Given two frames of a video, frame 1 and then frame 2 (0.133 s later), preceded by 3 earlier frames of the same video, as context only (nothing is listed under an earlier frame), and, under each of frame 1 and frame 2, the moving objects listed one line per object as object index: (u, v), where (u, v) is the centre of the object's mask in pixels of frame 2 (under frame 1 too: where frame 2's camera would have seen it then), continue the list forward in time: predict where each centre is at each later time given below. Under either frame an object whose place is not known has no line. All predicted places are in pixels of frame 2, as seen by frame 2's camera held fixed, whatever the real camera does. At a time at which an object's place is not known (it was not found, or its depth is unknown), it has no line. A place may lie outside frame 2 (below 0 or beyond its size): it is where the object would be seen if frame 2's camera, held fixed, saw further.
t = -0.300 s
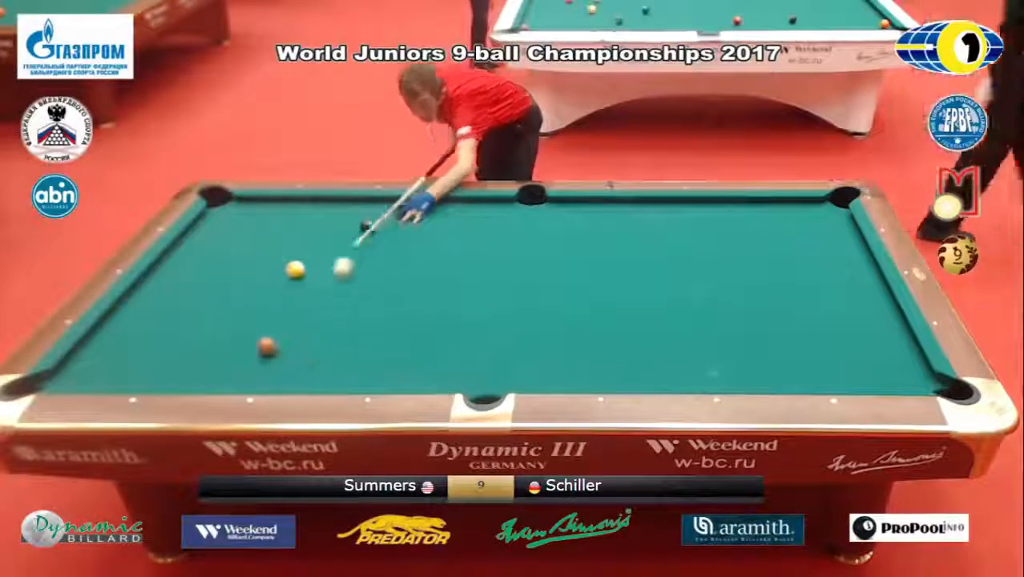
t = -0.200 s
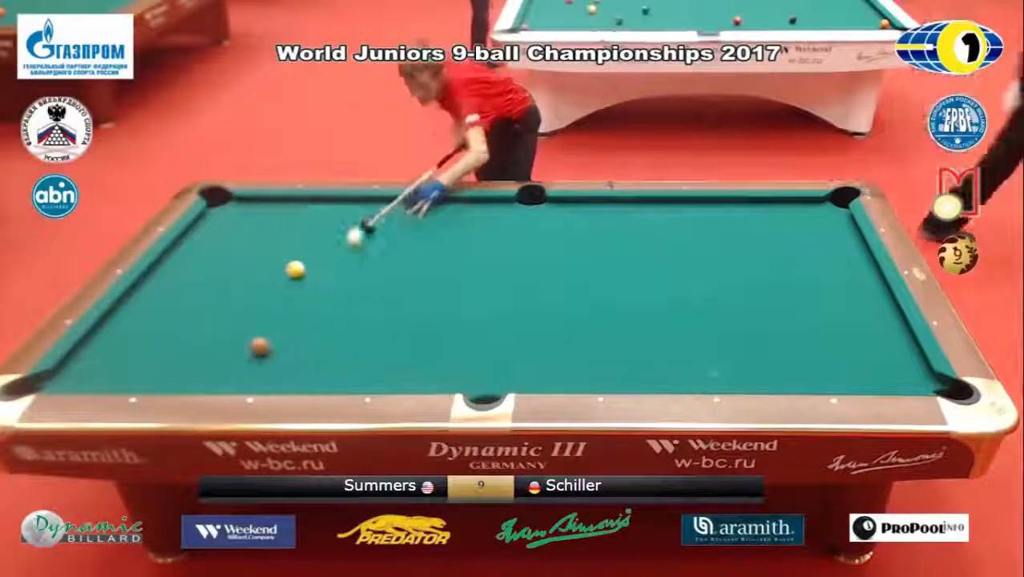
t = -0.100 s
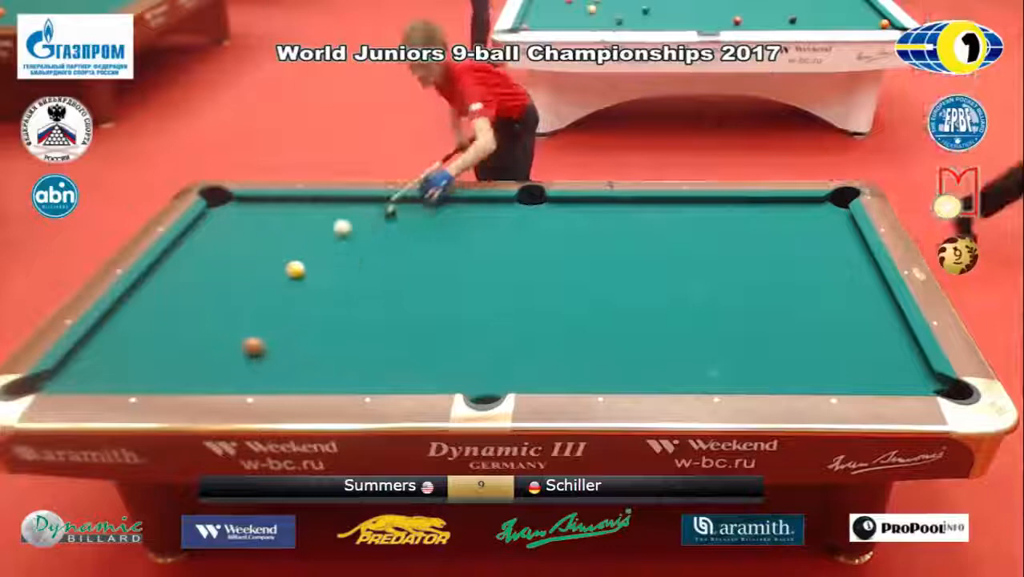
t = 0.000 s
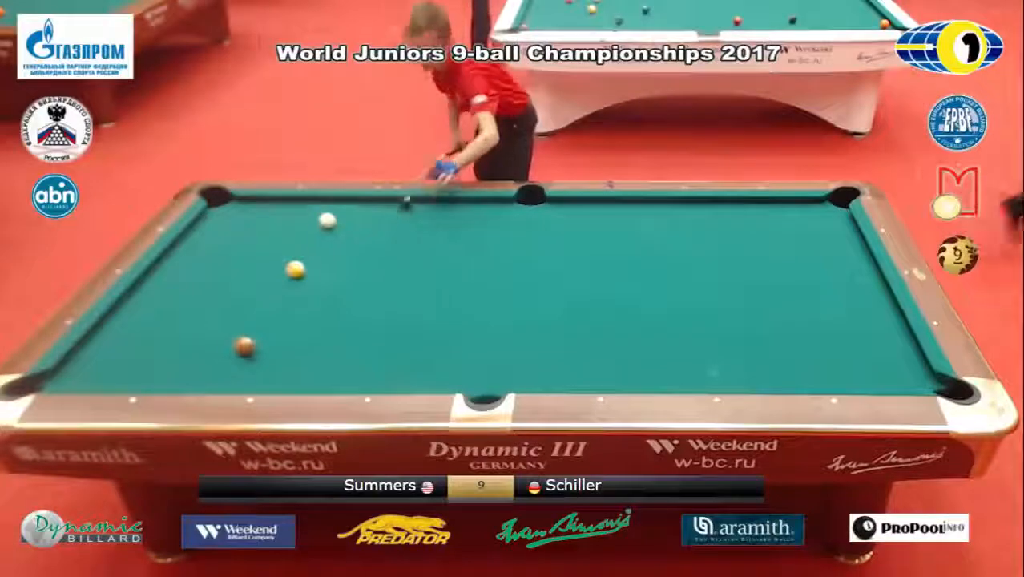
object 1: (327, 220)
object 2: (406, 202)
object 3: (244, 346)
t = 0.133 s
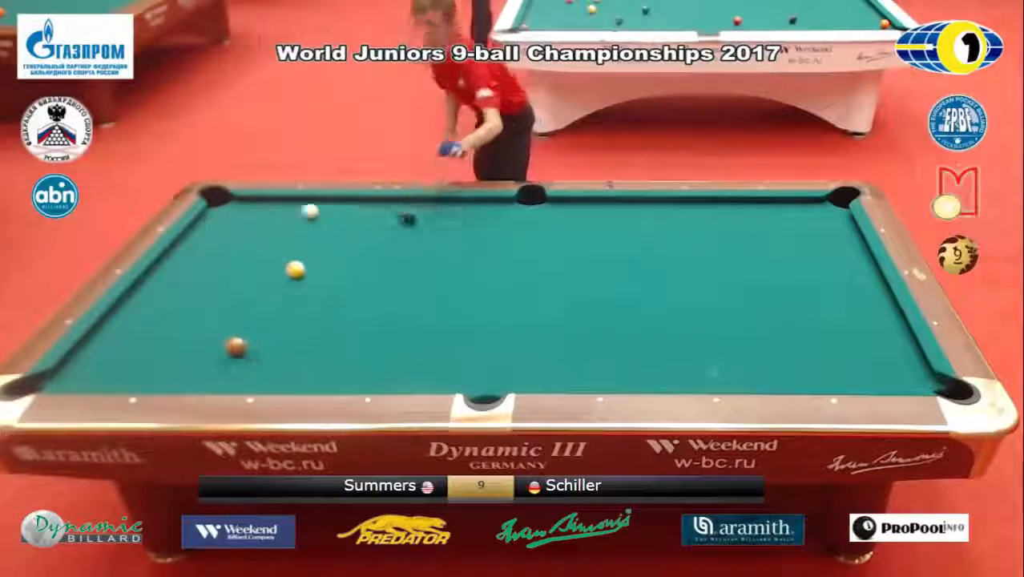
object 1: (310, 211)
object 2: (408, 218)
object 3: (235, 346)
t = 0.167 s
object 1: (306, 209)
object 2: (409, 223)
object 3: (233, 346)
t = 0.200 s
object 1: (302, 206)
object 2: (409, 225)
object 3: (231, 346)
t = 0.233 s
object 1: (298, 203)
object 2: (410, 228)
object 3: (230, 346)
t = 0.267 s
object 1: (294, 201)
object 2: (411, 231)
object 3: (228, 346)
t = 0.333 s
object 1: (285, 199)
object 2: (412, 238)
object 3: (225, 346)
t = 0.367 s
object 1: (278, 201)
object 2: (412, 240)
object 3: (223, 346)
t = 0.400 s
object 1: (274, 202)
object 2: (413, 244)
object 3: (221, 346)
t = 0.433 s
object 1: (268, 203)
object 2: (413, 247)
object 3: (218, 346)
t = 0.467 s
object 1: (263, 205)
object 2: (414, 251)
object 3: (217, 346)
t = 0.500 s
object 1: (258, 205)
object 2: (414, 253)
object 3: (215, 346)
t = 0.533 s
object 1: (253, 207)
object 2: (414, 256)
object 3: (213, 346)
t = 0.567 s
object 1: (248, 207)
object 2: (416, 262)
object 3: (211, 346)
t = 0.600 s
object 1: (242, 209)
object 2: (416, 264)
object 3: (210, 346)
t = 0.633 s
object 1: (237, 210)
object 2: (416, 268)
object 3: (209, 346)
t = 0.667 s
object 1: (232, 210)
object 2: (417, 271)
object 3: (207, 346)
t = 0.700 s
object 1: (227, 212)
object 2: (418, 274)
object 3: (205, 346)
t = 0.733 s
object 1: (222, 213)
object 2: (418, 278)
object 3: (204, 346)
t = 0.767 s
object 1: (217, 214)
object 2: (419, 282)
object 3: (201, 346)
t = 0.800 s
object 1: (211, 214)
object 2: (419, 286)
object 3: (199, 346)
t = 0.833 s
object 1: (205, 216)
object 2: (420, 290)
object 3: (199, 346)
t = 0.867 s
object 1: (203, 217)
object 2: (421, 293)
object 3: (197, 346)
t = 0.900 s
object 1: (205, 218)
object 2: (421, 297)
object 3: (196, 345)
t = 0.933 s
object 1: (207, 219)
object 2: (422, 301)
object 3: (194, 346)
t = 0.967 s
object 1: (208, 220)
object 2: (422, 305)
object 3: (193, 345)
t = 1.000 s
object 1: (209, 221)
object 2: (423, 308)
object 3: (191, 345)
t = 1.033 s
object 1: (210, 221)
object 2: (424, 312)
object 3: (190, 345)
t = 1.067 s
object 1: (212, 223)
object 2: (424, 317)
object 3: (188, 345)
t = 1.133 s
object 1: (214, 225)
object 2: (426, 325)
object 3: (186, 344)
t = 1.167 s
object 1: (215, 226)
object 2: (426, 329)
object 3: (185, 345)
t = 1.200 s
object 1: (216, 227)
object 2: (427, 333)
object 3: (183, 344)
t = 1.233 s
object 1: (218, 228)
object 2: (427, 338)
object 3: (182, 344)
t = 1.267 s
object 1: (219, 229)
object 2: (428, 342)
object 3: (180, 344)
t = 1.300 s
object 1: (220, 230)
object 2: (429, 347)
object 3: (180, 344)
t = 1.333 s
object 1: (221, 231)
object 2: (430, 351)
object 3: (179, 344)
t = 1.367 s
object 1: (223, 232)
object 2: (431, 356)
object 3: (179, 344)
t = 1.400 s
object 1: (224, 233)
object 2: (431, 360)
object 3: (177, 344)
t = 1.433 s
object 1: (225, 234)
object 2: (432, 366)
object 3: (177, 344)
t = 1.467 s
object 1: (226, 235)
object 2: (432, 370)
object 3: (175, 344)
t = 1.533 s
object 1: (229, 237)
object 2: (434, 376)
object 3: (173, 343)
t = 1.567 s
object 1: (230, 238)
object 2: (435, 378)
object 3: (172, 343)
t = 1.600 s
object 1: (231, 238)
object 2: (437, 377)
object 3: (171, 343)
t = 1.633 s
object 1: (233, 239)
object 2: (438, 375)
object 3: (170, 343)
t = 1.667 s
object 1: (233, 240)
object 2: (441, 374)
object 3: (170, 343)
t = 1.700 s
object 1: (235, 241)
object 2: (445, 372)
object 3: (169, 343)
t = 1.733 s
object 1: (236, 242)
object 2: (444, 369)
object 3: (168, 343)
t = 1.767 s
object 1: (238, 243)
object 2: (445, 368)
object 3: (166, 343)
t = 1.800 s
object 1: (239, 244)
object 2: (449, 366)
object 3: (166, 343)
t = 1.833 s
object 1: (240, 245)
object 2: (450, 363)
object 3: (165, 343)
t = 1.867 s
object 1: (241, 246)
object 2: (452, 360)
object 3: (164, 344)
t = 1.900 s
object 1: (242, 247)
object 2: (453, 358)
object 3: (164, 344)
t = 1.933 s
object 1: (244, 248)
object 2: (455, 354)
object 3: (163, 344)
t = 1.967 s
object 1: (244, 249)
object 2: (457, 352)
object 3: (163, 344)
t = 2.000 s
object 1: (245, 249)
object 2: (457, 351)
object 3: (162, 344)
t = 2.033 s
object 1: (247, 250)
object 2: (460, 350)
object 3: (161, 344)
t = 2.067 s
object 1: (248, 252)
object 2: (461, 348)
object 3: (160, 344)
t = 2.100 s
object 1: (249, 252)
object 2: (463, 346)
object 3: (160, 344)
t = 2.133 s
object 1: (250, 253)
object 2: (464, 344)
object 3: (159, 344)
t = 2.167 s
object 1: (251, 254)
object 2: (466, 342)
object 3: (158, 344)
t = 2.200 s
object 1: (252, 255)
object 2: (467, 340)
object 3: (157, 344)
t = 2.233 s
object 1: (253, 256)
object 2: (469, 338)
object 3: (156, 344)
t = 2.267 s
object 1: (254, 257)
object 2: (470, 337)
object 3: (156, 344)
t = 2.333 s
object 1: (256, 258)
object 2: (473, 333)
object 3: (156, 344)
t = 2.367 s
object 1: (258, 260)
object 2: (474, 331)
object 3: (155, 344)
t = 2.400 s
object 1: (259, 260)
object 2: (476, 330)
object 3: (155, 344)
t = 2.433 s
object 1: (260, 261)
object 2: (477, 328)
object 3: (155, 344)
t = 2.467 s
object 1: (260, 262)
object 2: (479, 326)
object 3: (155, 344)
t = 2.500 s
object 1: (262, 263)
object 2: (479, 325)
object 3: (155, 344)
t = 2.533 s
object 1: (263, 264)
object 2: (481, 323)
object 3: (154, 344)
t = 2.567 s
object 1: (264, 264)
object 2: (482, 321)
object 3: (154, 344)
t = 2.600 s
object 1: (265, 265)
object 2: (483, 320)
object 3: (155, 344)
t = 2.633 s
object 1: (266, 266)
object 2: (484, 318)
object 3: (155, 345)
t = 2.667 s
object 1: (267, 267)
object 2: (486, 317)
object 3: (155, 345)
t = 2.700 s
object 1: (268, 268)
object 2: (487, 316)
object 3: (155, 345)
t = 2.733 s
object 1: (269, 268)
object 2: (488, 315)
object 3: (155, 345)
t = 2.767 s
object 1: (270, 269)
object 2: (489, 313)
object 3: (155, 345)
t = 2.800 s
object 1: (271, 270)
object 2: (490, 311)
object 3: (155, 345)
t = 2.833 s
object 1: (272, 271)
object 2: (491, 310)
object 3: (155, 345)
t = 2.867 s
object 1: (273, 271)
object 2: (492, 309)
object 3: (155, 345)
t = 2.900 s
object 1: (274, 273)
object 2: (493, 308)
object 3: (155, 345)
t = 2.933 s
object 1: (275, 273)
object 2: (494, 306)
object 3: (155, 345)
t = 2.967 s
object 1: (276, 274)
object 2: (495, 305)
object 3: (155, 345)
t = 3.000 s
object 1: (276, 275)
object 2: (497, 303)
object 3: (155, 345)
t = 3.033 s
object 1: (278, 276)
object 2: (498, 301)
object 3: (155, 345)
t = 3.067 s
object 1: (279, 276)
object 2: (498, 300)
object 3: (155, 345)
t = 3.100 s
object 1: (280, 277)
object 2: (500, 299)
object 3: (155, 345)
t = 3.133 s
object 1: (280, 278)
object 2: (501, 298)
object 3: (154, 345)
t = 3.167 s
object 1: (281, 278)
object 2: (502, 297)
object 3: (154, 345)
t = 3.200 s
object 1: (282, 279)
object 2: (502, 296)
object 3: (154, 345)
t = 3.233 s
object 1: (283, 280)
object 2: (503, 294)
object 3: (154, 345)
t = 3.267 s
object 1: (283, 280)
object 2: (504, 293)
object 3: (154, 345)
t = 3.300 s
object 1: (285, 281)
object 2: (505, 292)
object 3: (154, 345)
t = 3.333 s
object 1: (286, 283)
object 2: (506, 291)
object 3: (154, 345)
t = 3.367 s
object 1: (287, 283)
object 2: (507, 290)
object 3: (155, 345)
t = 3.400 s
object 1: (287, 284)
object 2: (508, 289)
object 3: (155, 344)
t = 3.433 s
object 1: (288, 284)
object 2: (509, 287)
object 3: (155, 344)
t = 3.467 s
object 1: (288, 285)
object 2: (509, 286)
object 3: (154, 345)
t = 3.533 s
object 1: (290, 287)
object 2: (511, 284)
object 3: (155, 344)
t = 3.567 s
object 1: (291, 287)
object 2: (512, 283)
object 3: (154, 344)
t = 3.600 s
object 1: (292, 288)
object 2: (513, 282)
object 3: (154, 345)
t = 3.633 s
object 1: (292, 289)
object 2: (513, 281)
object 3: (154, 345)
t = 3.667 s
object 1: (293, 289)
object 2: (514, 280)
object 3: (154, 345)
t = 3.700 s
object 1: (293, 290)
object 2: (515, 279)
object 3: (154, 345)
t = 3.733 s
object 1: (294, 290)
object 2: (516, 277)
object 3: (154, 345)
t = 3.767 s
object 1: (295, 291)
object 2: (516, 277)
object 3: (154, 345)
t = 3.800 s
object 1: (296, 292)
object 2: (517, 276)
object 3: (154, 345)
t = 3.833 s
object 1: (297, 293)
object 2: (518, 275)
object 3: (154, 345)
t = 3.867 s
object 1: (297, 293)
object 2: (518, 274)
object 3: (154, 345)
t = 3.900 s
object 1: (298, 293)
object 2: (519, 273)
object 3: (154, 345)
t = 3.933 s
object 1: (298, 294)
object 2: (520, 273)
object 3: (154, 345)
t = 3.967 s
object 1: (299, 295)
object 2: (520, 273)
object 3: (154, 345)
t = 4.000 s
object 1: (299, 295)
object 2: (521, 271)
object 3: (154, 345)
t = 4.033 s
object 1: (299, 295)
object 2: (522, 270)
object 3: (154, 345)
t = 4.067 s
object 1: (301, 296)
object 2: (523, 269)
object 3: (154, 345)
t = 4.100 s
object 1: (301, 297)
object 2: (524, 268)
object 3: (154, 345)
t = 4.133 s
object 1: (302, 297)
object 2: (524, 268)
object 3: (154, 345)
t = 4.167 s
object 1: (302, 298)
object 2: (525, 267)
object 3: (154, 345)
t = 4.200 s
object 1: (303, 299)
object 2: (525, 266)
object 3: (154, 345)
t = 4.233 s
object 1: (303, 299)
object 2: (526, 266)
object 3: (154, 345)
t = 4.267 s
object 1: (304, 300)
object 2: (526, 265)
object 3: (154, 345)
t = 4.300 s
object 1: (304, 300)
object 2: (527, 264)
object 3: (154, 345)
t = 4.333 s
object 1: (305, 301)
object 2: (527, 264)
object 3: (154, 345)
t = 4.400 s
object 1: (306, 301)
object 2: (529, 262)
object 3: (154, 345)
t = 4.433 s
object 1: (306, 301)
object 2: (529, 262)
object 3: (154, 345)
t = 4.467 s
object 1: (308, 303)
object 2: (530, 261)
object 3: (154, 345)
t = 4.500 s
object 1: (308, 304)
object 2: (530, 260)
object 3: (154, 345)
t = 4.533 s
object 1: (308, 304)
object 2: (531, 260)
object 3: (154, 345)
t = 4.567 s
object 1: (308, 304)
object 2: (531, 260)
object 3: (154, 345)
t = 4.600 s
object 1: (309, 305)
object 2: (531, 259)
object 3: (154, 345)
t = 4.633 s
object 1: (310, 305)
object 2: (531, 258)
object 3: (154, 345)
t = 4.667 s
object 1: (310, 305)
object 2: (532, 258)
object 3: (154, 345)
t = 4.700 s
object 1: (310, 306)
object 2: (532, 257)
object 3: (154, 345)
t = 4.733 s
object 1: (311, 306)
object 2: (533, 257)
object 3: (155, 345)
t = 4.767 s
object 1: (312, 306)
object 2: (533, 256)
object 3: (155, 345)
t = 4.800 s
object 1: (312, 306)
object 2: (533, 255)
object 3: (155, 345)
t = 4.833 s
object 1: (312, 307)
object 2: (534, 255)
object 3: (155, 345)
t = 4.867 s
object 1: (313, 307)
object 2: (534, 255)
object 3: (155, 345)
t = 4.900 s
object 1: (313, 307)
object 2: (534, 254)
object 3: (155, 345)
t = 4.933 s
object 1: (313, 308)
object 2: (535, 253)
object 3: (155, 345)
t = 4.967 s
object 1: (314, 308)
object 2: (535, 253)
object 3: (155, 345)
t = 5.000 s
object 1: (314, 308)
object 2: (535, 253)
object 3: (155, 345)
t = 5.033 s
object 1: (314, 309)
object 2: (536, 252)
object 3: (155, 345)
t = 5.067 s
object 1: (315, 309)
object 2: (536, 252)
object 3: (155, 345)
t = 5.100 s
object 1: (315, 309)
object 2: (537, 252)
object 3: (155, 345)
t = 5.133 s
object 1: (315, 310)
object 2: (537, 251)
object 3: (155, 345)
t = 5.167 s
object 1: (315, 310)
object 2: (537, 251)
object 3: (155, 345)
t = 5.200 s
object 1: (316, 310)
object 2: (538, 250)
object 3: (155, 345)
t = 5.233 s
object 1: (316, 310)
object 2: (538, 250)
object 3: (155, 345)
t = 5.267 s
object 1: (316, 311)
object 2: (538, 249)
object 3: (154, 345)
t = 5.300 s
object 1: (316, 311)
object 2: (538, 249)
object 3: (154, 345)
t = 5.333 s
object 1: (316, 311)
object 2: (539, 248)
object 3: (154, 345)
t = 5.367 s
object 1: (317, 311)
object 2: (539, 248)
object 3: (154, 345)
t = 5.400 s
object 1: (317, 311)
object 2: (539, 248)
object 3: (154, 345)
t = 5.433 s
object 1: (317, 312)
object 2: (540, 247)
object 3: (154, 345)
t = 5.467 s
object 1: (317, 312)
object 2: (540, 247)
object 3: (154, 344)
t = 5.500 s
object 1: (317, 312)
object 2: (541, 246)
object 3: (154, 345)
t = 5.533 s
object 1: (317, 312)
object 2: (541, 246)
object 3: (154, 345)
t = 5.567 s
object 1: (318, 312)
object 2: (541, 246)
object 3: (154, 344)
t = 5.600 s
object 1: (318, 312)
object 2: (541, 246)
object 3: (154, 345)
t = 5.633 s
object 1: (318, 312)
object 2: (541, 246)
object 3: (154, 345)
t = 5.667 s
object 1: (318, 313)
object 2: (541, 245)
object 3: (154, 345)
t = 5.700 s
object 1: (318, 313)
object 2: (542, 245)
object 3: (154, 345)
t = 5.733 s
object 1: (318, 313)
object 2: (542, 245)
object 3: (154, 344)
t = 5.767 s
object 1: (318, 313)
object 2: (542, 245)
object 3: (154, 345)
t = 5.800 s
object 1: (318, 313)
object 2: (542, 245)
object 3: (154, 345)
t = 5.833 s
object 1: (318, 313)
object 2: (542, 245)
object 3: (154, 344)
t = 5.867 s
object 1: (318, 313)
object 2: (543, 244)
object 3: (154, 345)
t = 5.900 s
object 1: (318, 313)
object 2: (543, 244)
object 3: (154, 345)
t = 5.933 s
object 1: (318, 313)
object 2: (543, 244)
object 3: (154, 345)
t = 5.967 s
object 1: (318, 313)
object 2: (543, 244)
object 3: (154, 345)
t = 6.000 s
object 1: (319, 313)
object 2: (543, 244)
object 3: (154, 344)
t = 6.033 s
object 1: (318, 313)
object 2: (543, 244)
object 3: (154, 344)
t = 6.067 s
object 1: (318, 313)
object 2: (544, 244)
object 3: (154, 345)
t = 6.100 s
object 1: (318, 313)
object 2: (544, 244)
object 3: (154, 344)
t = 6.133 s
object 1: (319, 313)
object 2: (544, 244)
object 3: (154, 345)
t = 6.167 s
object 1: (318, 313)
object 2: (544, 244)
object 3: (154, 344)
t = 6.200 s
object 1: (318, 313)
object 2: (544, 244)
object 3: (154, 344)
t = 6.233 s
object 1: (319, 313)
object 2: (544, 244)
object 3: (154, 344)
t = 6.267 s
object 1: (319, 313)
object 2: (544, 244)
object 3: (154, 345)
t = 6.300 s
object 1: (319, 313)
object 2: (544, 244)
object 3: (154, 345)
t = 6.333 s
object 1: (319, 313)
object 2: (544, 243)
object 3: (154, 344)
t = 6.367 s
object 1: (319, 313)
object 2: (545, 243)
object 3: (154, 344)
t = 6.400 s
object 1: (319, 313)
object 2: (545, 243)
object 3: (154, 345)
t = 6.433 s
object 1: (319, 313)
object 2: (545, 243)
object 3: (154, 345)
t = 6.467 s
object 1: (319, 313)
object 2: (545, 243)
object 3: (154, 345)
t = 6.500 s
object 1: (319, 313)
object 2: (545, 243)
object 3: (154, 345)
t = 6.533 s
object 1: (319, 313)
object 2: (545, 243)
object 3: (154, 344)
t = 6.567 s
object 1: (319, 313)
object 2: (545, 243)
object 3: (154, 345)
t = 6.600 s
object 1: (319, 313)
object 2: (545, 243)
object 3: (154, 345)
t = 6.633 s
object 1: (319, 313)
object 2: (545, 243)
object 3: (154, 345)
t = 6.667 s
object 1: (319, 313)
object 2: (545, 243)
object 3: (154, 345)
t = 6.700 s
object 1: (319, 313)
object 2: (545, 243)
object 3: (154, 345)
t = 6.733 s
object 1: (319, 313)
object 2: (545, 243)
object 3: (154, 345)
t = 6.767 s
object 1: (319, 313)
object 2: (545, 243)
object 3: (154, 344)
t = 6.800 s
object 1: (319, 313)
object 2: (545, 243)
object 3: (154, 345)
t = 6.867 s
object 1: (319, 313)
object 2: (545, 243)
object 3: (154, 344)
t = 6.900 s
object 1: (319, 313)
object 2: (545, 243)
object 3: (154, 345)
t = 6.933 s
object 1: (319, 313)
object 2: (545, 243)
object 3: (154, 345)
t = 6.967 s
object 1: (319, 313)
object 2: (545, 243)
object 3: (154, 344)
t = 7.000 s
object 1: (319, 313)
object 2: (546, 243)
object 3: (154, 345)
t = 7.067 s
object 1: (319, 313)
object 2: (546, 243)
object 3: (154, 345)
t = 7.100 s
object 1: (319, 313)
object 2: (546, 243)
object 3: (154, 345)
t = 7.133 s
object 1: (319, 313)
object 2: (546, 243)
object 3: (155, 344)
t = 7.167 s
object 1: (319, 313)
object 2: (546, 243)
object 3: (154, 345)
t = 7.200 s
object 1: (319, 313)
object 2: (546, 243)
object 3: (154, 345)
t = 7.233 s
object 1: (319, 313)
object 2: (546, 243)
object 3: (155, 344)
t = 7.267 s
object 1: (319, 313)
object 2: (546, 243)
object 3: (154, 345)
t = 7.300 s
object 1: (319, 313)
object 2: (546, 243)
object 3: (154, 345)
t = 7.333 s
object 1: (319, 313)
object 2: (546, 243)
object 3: (154, 345)
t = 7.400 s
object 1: (319, 313)
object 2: (546, 244)
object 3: (154, 345)
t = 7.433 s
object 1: (319, 313)
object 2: (546, 244)
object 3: (155, 344)
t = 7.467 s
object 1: (319, 313)
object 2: (546, 244)
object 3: (155, 344)
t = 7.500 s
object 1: (319, 313)
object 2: (546, 244)
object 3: (155, 344)
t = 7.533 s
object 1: (319, 313)
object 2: (546, 244)
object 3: (155, 345)
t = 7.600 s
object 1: (319, 313)
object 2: (546, 244)
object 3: (155, 345)
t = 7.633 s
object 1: (319, 313)
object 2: (546, 244)
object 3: (155, 345)
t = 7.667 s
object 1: (319, 313)
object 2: (546, 244)
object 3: (155, 345)
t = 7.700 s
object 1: (319, 313)
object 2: (546, 244)
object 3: (155, 344)
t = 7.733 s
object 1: (319, 313)
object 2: (546, 244)
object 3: (155, 345)
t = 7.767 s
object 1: (319, 313)
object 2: (546, 244)
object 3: (155, 344)
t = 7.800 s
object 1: (319, 313)
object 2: (546, 244)
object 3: (155, 345)
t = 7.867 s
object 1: (319, 313)
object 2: (546, 244)
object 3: (155, 344)
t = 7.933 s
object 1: (319, 313)
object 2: (545, 244)
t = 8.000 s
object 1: (319, 313)
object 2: (546, 244)
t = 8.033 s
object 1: (319, 313)
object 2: (546, 244)
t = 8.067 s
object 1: (319, 313)
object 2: (546, 244)
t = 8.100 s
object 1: (319, 313)
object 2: (545, 244)
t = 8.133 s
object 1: (319, 313)
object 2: (545, 244)
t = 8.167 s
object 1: (319, 313)
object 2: (545, 244)
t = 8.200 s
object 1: (319, 313)
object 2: (545, 244)
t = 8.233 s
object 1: (319, 313)
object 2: (546, 244)
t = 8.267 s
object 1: (319, 313)
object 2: (545, 244)
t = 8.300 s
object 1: (319, 313)
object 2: (545, 244)
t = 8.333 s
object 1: (319, 313)
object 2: (545, 244)
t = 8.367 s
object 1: (319, 313)
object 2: (545, 244)
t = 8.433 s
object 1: (318, 313)
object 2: (545, 243)
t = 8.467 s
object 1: (319, 313)
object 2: (546, 244)
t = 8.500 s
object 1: (319, 313)
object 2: (546, 244)
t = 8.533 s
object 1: (319, 313)
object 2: (546, 244)
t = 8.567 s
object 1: (319, 313)
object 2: (546, 244)
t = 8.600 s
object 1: (319, 313)
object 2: (546, 243)
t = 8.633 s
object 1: (319, 313)
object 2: (546, 243)
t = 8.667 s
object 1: (319, 313)
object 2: (546, 243)
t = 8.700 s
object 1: (320, 313)
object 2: (546, 244)
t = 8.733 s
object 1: (318, 313)
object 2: (546, 244)
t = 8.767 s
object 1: (319, 313)
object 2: (546, 244)
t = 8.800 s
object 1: (319, 313)
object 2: (546, 243)
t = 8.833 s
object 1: (319, 313)
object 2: (546, 244)
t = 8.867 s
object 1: (319, 313)
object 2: (546, 243)
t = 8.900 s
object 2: (546, 244)
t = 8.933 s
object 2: (546, 244)
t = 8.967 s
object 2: (546, 244)
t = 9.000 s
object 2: (546, 244)
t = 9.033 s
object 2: (546, 244)
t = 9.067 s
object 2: (546, 244)
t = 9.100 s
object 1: (319, 312)
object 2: (546, 244)
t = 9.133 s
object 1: (319, 313)
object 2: (546, 244)
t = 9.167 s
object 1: (319, 312)
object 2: (546, 244)
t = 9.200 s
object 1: (319, 312)
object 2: (546, 244)
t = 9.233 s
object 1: (319, 313)
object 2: (546, 243)
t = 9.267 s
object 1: (319, 313)
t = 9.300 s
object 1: (319, 313)
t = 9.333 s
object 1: (319, 313)
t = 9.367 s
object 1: (319, 313)
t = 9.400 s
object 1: (319, 313)
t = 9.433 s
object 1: (319, 313)
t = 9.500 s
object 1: (319, 313)
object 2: (545, 243)
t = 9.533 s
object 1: (319, 313)
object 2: (546, 243)
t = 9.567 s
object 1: (319, 313)
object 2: (546, 243)
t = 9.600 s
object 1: (319, 313)
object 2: (546, 243)
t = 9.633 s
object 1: (319, 313)
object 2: (546, 243)
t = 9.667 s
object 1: (319, 313)
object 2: (546, 243)
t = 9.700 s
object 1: (319, 313)
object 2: (546, 243)
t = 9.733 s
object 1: (319, 313)
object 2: (546, 243)
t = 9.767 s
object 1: (319, 313)
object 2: (546, 243)
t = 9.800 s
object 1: (319, 313)
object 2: (546, 243)
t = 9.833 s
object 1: (319, 313)
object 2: (546, 243)
